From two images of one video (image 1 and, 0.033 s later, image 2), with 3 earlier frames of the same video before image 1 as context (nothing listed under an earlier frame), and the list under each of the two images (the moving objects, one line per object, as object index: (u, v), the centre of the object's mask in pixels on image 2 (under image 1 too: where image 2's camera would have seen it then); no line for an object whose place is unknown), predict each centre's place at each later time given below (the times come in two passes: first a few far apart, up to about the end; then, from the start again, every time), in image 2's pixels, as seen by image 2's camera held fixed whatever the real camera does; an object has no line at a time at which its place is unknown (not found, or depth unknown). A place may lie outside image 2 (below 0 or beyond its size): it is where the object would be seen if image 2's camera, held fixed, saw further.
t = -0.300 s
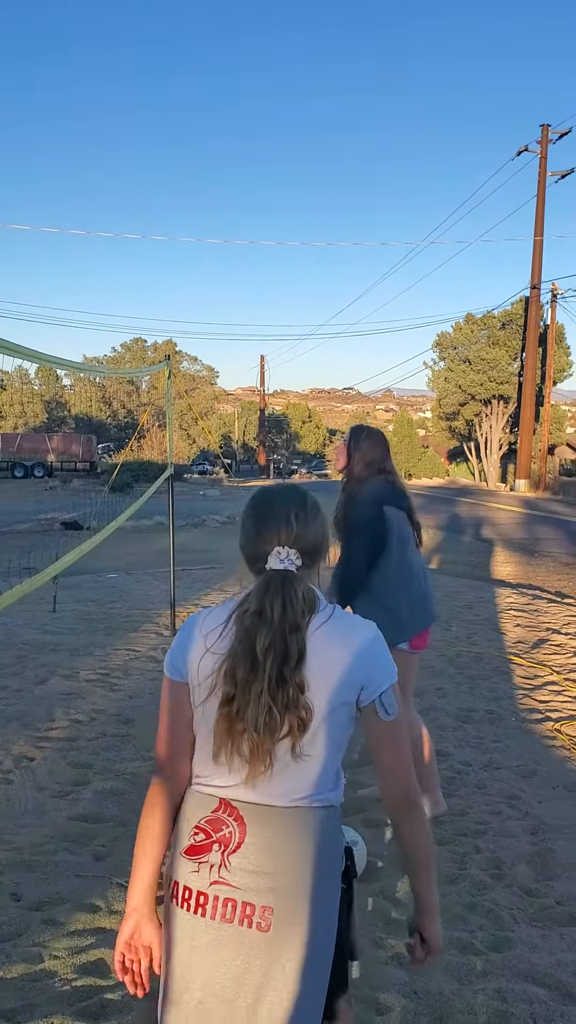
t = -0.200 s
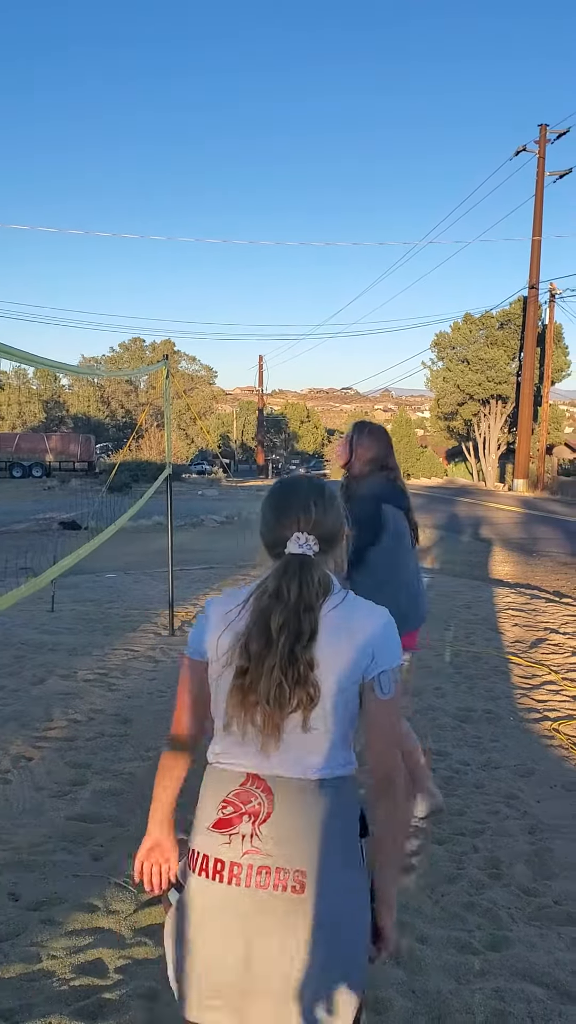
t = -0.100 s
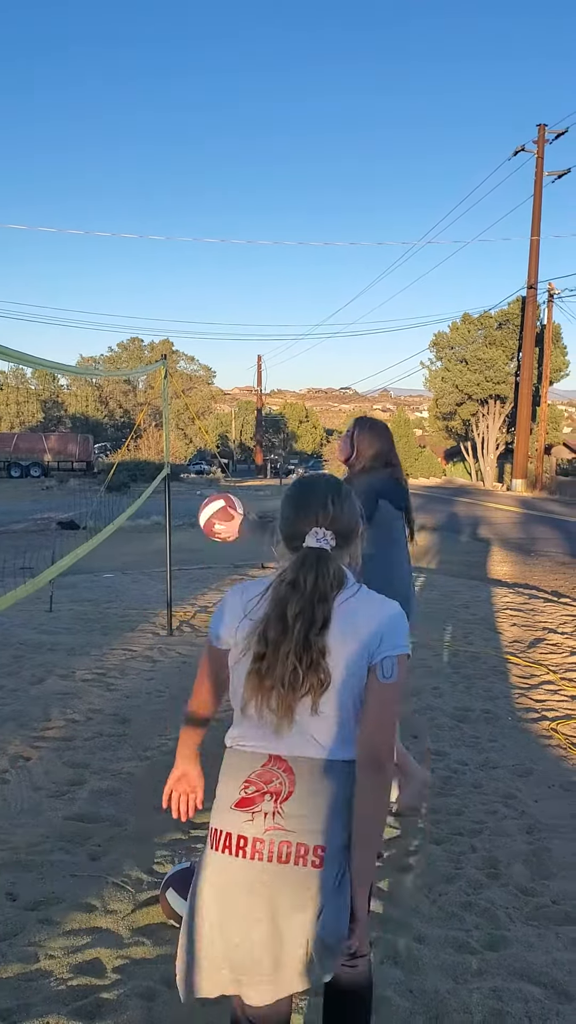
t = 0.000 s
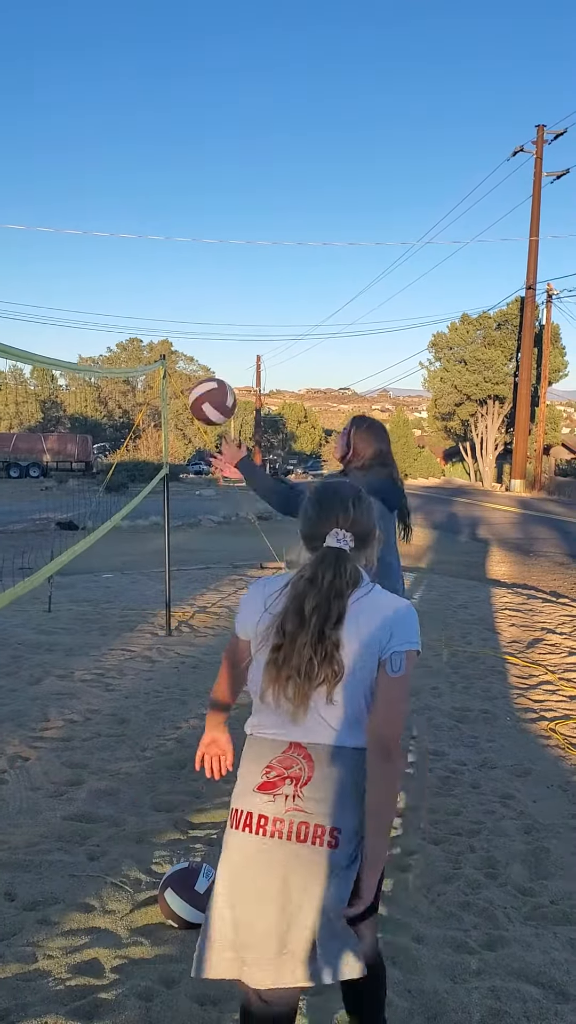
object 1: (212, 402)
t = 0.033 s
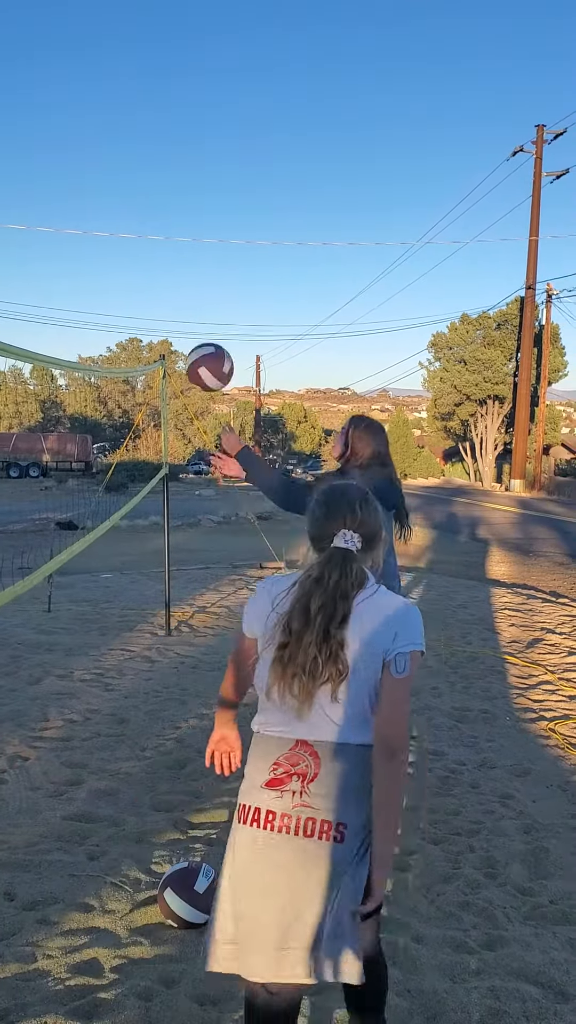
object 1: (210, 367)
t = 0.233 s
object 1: (195, 212)
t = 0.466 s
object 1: (178, 150)
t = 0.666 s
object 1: (165, 202)
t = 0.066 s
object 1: (207, 335)
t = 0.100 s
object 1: (204, 305)
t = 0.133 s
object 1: (202, 278)
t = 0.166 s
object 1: (199, 253)
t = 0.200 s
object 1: (197, 231)
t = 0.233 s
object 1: (195, 212)
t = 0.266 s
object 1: (192, 195)
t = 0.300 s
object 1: (190, 181)
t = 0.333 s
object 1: (187, 169)
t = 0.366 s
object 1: (185, 160)
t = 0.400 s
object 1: (183, 154)
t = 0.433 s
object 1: (180, 150)
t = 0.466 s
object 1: (178, 150)
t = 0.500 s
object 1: (176, 152)
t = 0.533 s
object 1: (173, 156)
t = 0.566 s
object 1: (171, 164)
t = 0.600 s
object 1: (169, 174)
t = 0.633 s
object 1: (167, 186)
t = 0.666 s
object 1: (165, 202)
